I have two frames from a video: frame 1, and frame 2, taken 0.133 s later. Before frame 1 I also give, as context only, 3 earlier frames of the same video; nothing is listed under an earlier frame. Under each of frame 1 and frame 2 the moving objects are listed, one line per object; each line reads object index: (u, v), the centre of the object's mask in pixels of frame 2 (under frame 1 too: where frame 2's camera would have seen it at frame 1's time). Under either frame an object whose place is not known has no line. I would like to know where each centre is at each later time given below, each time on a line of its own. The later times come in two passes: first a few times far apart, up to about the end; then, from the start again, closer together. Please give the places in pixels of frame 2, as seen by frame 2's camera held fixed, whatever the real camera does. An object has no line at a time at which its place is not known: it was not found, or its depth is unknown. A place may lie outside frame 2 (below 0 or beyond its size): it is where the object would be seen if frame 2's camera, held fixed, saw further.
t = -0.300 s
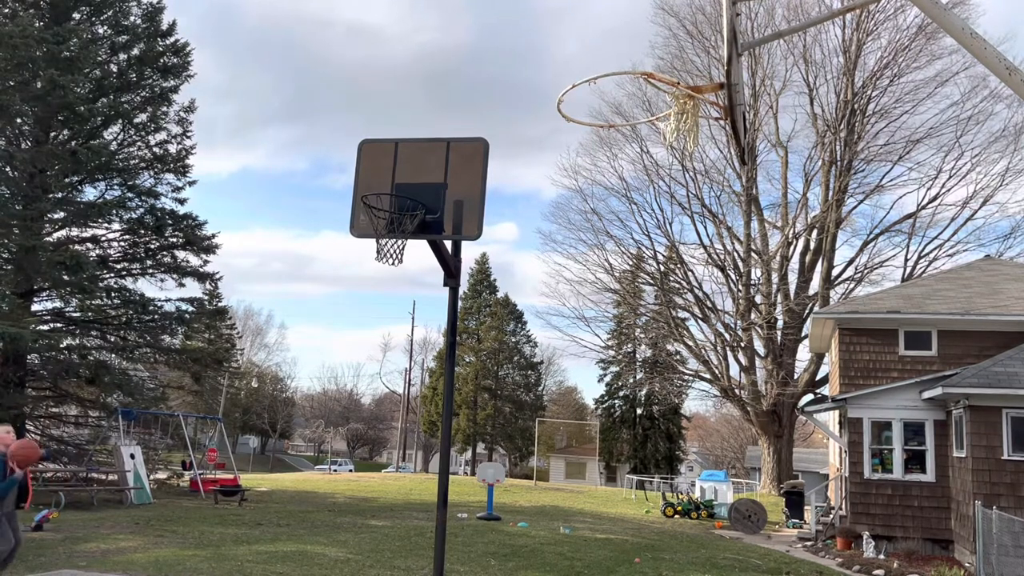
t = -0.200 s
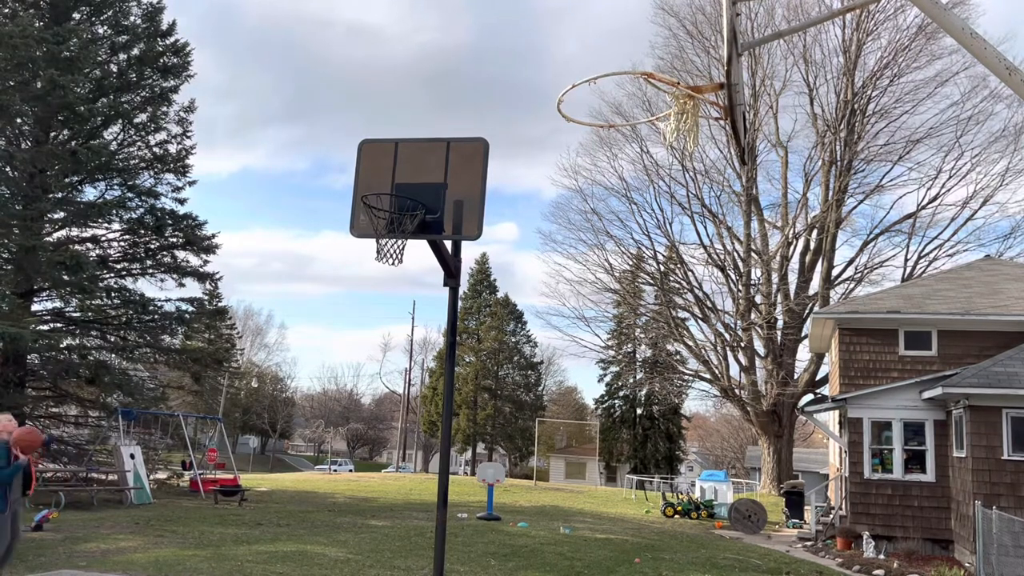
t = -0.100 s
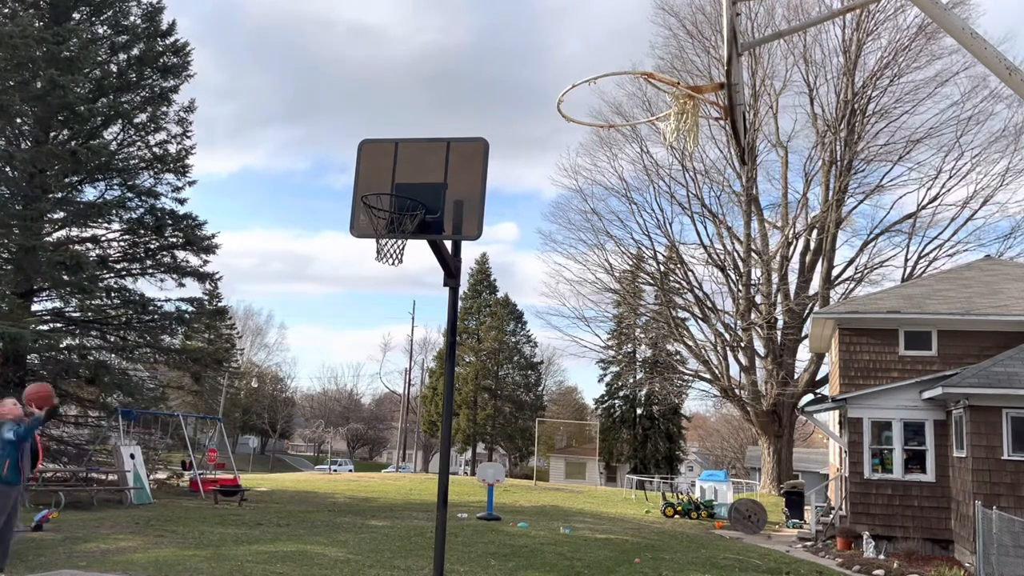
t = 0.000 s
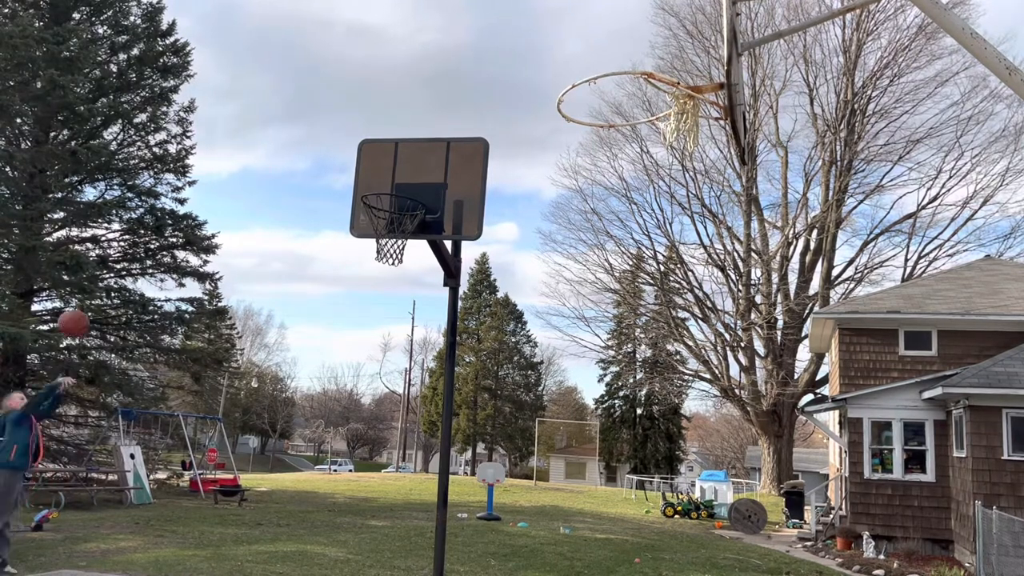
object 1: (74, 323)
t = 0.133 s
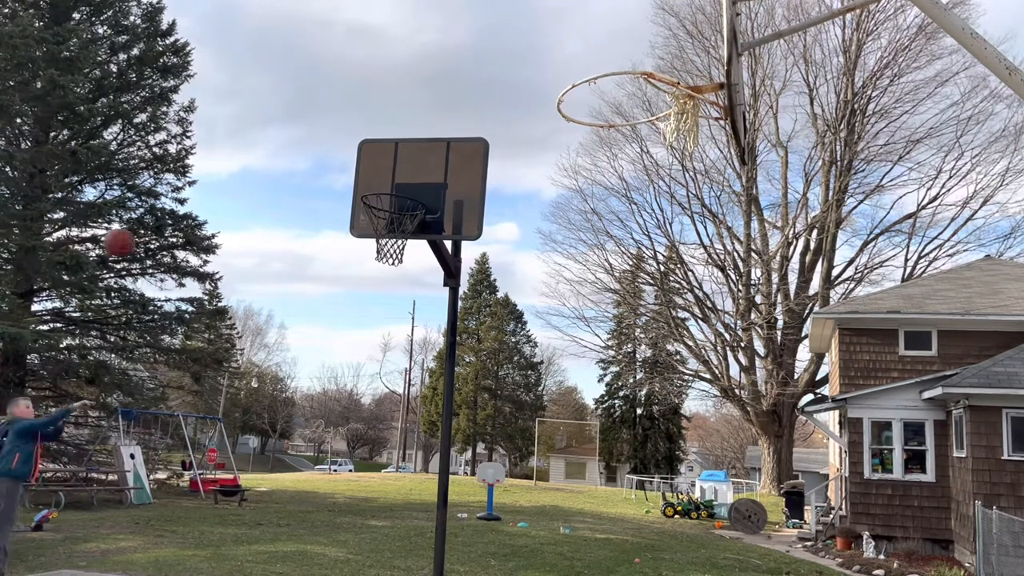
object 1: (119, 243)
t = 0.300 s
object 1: (173, 170)
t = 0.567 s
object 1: (255, 118)
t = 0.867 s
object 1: (342, 160)
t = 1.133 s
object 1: (370, 169)
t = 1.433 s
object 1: (368, 203)
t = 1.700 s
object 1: (345, 242)
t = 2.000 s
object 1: (306, 391)
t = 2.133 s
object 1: (285, 500)
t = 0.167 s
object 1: (130, 224)
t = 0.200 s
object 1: (141, 209)
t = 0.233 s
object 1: (152, 195)
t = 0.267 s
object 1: (164, 181)
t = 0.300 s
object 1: (173, 170)
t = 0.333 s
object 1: (185, 159)
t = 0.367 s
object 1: (195, 149)
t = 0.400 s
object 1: (205, 141)
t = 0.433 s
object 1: (215, 134)
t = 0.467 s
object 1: (225, 128)
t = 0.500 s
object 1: (235, 123)
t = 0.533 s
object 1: (245, 120)
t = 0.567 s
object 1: (255, 118)
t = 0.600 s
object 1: (265, 117)
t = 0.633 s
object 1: (275, 118)
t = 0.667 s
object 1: (284, 120)
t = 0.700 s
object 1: (294, 123)
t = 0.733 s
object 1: (304, 127)
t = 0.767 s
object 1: (313, 134)
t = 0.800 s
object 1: (323, 141)
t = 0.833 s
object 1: (333, 150)
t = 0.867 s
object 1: (342, 160)
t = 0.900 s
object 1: (352, 172)
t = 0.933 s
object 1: (361, 185)
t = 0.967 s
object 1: (366, 189)
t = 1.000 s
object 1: (367, 181)
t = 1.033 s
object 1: (368, 176)
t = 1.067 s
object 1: (369, 172)
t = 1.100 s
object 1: (369, 170)
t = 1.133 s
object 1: (370, 169)
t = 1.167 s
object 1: (371, 169)
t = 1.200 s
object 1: (371, 170)
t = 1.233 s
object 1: (371, 173)
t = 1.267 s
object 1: (371, 177)
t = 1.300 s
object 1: (371, 182)
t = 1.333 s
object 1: (371, 190)
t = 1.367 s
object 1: (371, 198)
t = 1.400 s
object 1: (370, 200)
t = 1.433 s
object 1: (368, 203)
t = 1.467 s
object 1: (367, 207)
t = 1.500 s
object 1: (361, 213)
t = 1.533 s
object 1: (360, 214)
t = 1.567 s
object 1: (358, 216)
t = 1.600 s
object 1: (356, 220)
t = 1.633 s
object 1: (352, 226)
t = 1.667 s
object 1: (349, 233)
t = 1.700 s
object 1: (345, 242)
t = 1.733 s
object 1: (341, 253)
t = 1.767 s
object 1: (337, 265)
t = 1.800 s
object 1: (333, 278)
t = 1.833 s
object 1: (329, 293)
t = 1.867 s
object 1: (324, 309)
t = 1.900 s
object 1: (320, 327)
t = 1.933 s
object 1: (315, 347)
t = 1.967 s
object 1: (310, 368)
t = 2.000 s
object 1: (306, 391)
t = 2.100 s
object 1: (290, 470)
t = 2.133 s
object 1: (285, 500)
